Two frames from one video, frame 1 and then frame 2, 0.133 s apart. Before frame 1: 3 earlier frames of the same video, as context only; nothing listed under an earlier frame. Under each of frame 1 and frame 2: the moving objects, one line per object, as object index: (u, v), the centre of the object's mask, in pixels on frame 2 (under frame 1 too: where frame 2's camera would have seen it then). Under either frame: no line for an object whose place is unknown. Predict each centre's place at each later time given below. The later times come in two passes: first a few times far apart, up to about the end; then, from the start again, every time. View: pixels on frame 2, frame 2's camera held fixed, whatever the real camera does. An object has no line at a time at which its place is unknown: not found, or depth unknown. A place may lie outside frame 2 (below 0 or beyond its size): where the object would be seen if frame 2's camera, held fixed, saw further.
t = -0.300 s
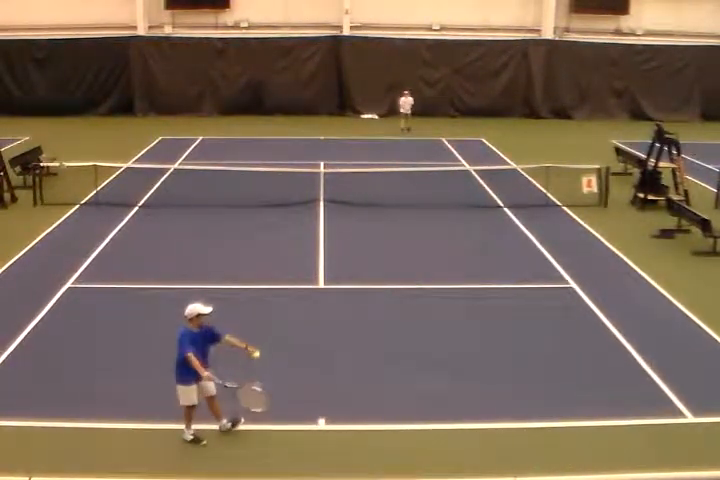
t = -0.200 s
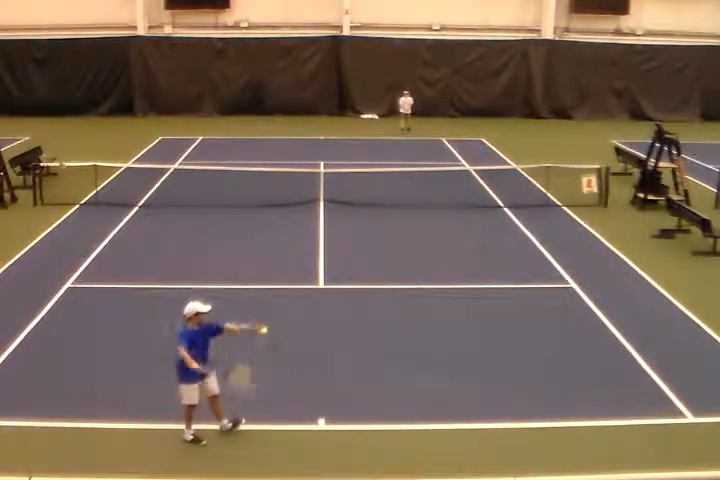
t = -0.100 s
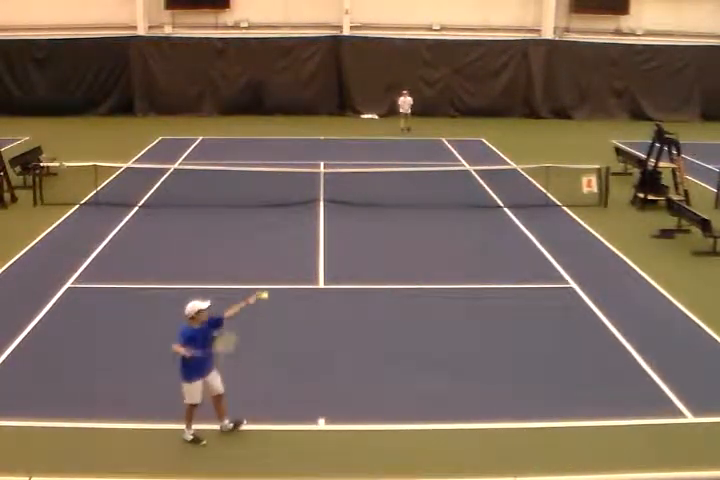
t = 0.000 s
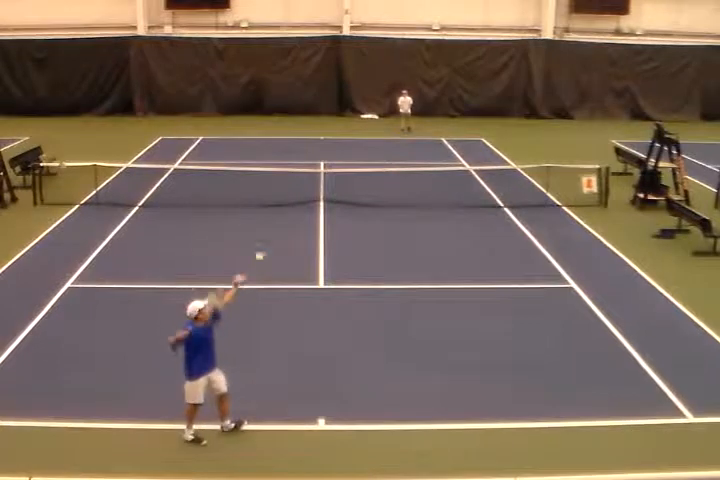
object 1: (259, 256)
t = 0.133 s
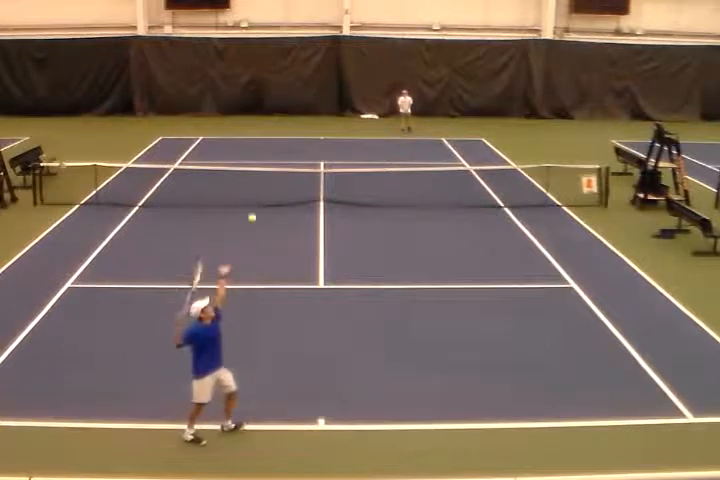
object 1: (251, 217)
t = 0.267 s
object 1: (246, 195)
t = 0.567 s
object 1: (233, 198)
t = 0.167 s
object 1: (250, 211)
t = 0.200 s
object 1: (249, 204)
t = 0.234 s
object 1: (247, 199)
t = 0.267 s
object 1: (246, 195)
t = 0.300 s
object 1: (245, 191)
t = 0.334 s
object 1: (244, 188)
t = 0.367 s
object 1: (242, 187)
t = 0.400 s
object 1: (240, 186)
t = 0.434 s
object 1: (238, 187)
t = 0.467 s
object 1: (237, 188)
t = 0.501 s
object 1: (235, 190)
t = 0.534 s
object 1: (234, 193)
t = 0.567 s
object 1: (233, 198)
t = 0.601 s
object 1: (232, 204)
